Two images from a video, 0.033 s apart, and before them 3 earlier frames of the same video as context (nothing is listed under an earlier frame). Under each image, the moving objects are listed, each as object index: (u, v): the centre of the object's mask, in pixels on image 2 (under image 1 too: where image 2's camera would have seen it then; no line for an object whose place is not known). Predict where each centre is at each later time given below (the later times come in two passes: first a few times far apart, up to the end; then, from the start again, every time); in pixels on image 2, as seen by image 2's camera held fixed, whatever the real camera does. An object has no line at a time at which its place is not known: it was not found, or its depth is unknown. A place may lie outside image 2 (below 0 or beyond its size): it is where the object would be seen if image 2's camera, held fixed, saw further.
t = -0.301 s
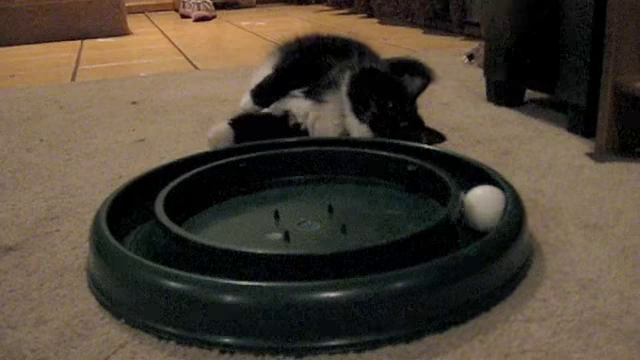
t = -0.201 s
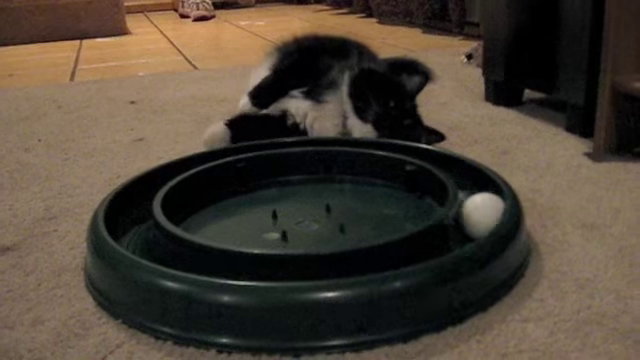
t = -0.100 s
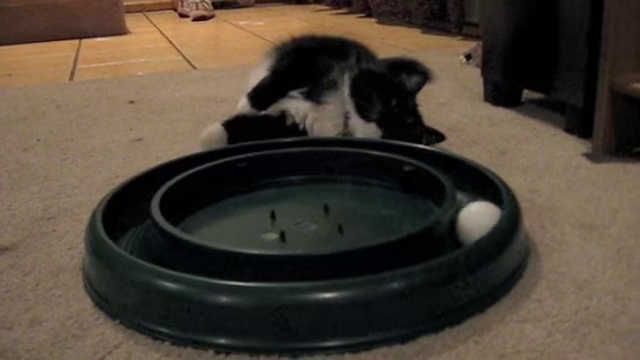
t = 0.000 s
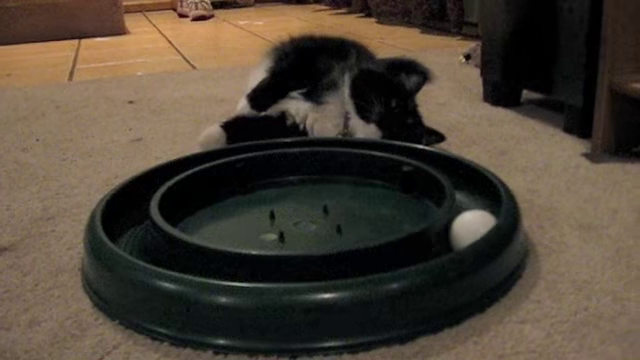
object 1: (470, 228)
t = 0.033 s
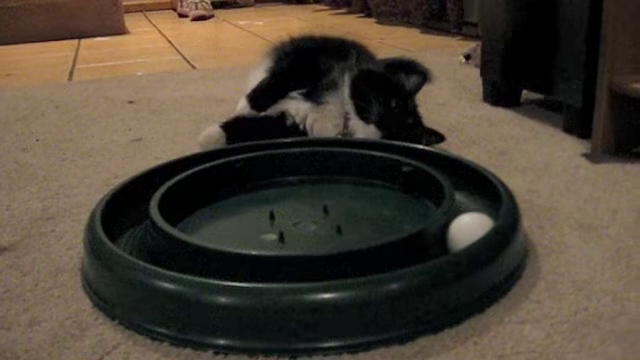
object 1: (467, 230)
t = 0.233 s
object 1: (447, 243)
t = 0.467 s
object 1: (414, 256)
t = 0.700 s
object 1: (372, 266)
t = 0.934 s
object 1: (326, 272)
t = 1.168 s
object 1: (283, 275)
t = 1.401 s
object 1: (246, 274)
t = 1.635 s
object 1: (213, 270)
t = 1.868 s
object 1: (184, 265)
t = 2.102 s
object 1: (161, 258)
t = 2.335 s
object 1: (144, 250)
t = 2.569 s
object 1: (132, 242)
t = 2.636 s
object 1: (129, 239)
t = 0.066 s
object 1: (464, 232)
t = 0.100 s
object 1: (462, 234)
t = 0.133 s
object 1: (458, 237)
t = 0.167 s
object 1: (455, 238)
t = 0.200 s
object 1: (451, 241)
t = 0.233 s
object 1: (447, 243)
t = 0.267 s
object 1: (443, 244)
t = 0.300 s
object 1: (438, 247)
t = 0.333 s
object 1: (434, 249)
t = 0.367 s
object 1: (429, 250)
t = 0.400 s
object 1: (424, 252)
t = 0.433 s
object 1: (419, 254)
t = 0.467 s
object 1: (414, 256)
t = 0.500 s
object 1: (408, 257)
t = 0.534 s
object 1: (403, 259)
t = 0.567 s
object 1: (396, 261)
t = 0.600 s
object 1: (391, 262)
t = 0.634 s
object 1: (385, 264)
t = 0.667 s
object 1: (378, 265)
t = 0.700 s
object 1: (372, 266)
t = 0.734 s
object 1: (366, 267)
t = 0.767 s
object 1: (359, 268)
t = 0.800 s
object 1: (352, 269)
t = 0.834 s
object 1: (346, 270)
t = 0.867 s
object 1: (339, 271)
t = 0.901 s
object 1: (333, 272)
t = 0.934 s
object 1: (326, 272)
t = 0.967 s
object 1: (320, 273)
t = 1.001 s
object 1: (313, 273)
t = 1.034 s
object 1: (307, 274)
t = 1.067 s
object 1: (301, 274)
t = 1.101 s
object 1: (295, 274)
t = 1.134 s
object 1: (289, 275)
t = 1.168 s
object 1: (283, 275)
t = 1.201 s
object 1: (277, 275)
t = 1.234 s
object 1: (272, 275)
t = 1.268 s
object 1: (266, 275)
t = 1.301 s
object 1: (261, 275)
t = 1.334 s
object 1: (256, 274)
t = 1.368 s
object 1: (251, 274)
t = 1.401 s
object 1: (246, 274)
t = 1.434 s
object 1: (241, 273)
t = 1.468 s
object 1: (236, 273)
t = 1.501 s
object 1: (231, 272)
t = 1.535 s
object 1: (227, 272)
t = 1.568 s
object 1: (223, 271)
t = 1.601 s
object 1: (218, 271)
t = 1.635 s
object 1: (213, 270)
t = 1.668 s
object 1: (209, 269)
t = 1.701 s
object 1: (204, 269)
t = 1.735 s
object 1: (199, 268)
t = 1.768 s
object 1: (195, 267)
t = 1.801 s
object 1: (191, 266)
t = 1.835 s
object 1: (187, 265)
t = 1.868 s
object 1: (184, 265)
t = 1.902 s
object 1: (180, 264)
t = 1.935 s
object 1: (177, 263)
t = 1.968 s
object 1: (174, 262)
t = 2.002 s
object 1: (171, 261)
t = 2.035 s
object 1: (167, 260)
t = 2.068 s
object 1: (164, 259)
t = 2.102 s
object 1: (161, 258)
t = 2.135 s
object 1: (158, 257)
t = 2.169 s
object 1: (155, 256)
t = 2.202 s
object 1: (153, 255)
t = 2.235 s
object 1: (150, 254)
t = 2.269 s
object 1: (148, 252)
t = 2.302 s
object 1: (146, 251)
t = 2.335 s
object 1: (144, 250)
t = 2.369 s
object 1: (142, 249)
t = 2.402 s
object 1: (140, 248)
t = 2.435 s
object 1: (138, 246)
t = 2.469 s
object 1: (136, 245)
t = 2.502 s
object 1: (134, 244)
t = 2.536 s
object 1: (133, 243)
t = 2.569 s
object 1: (132, 242)
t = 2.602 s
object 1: (131, 241)
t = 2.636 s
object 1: (129, 239)
